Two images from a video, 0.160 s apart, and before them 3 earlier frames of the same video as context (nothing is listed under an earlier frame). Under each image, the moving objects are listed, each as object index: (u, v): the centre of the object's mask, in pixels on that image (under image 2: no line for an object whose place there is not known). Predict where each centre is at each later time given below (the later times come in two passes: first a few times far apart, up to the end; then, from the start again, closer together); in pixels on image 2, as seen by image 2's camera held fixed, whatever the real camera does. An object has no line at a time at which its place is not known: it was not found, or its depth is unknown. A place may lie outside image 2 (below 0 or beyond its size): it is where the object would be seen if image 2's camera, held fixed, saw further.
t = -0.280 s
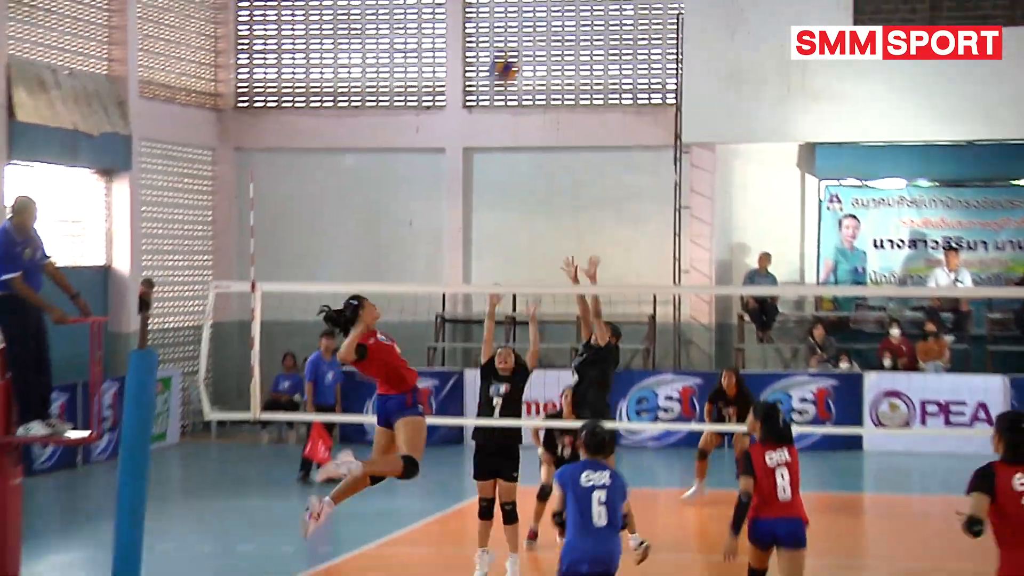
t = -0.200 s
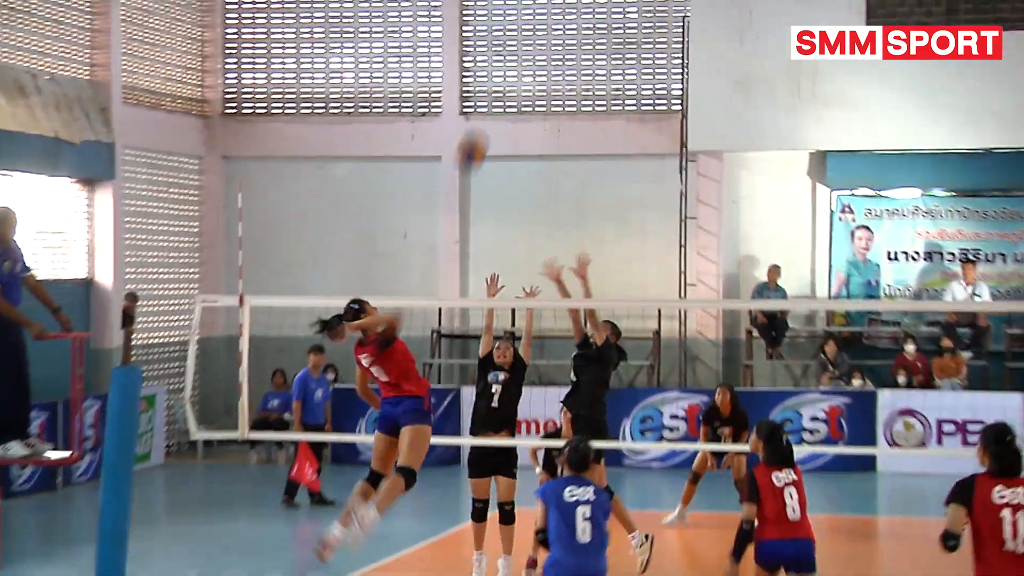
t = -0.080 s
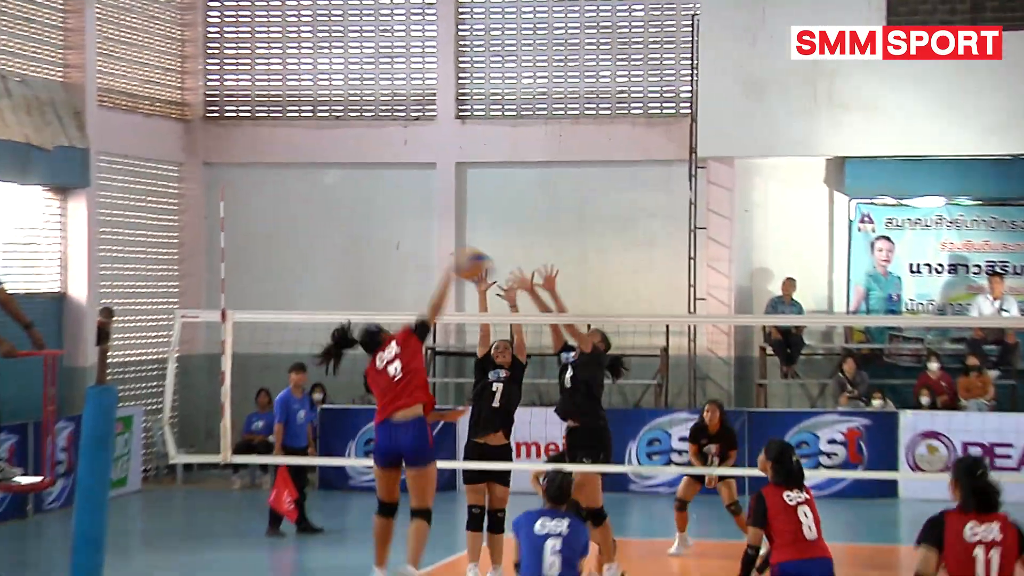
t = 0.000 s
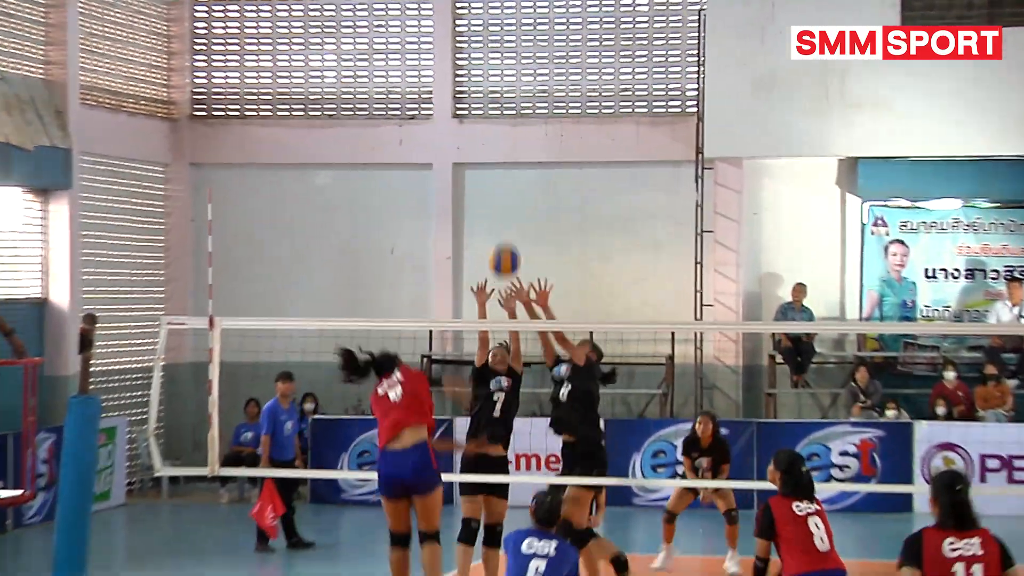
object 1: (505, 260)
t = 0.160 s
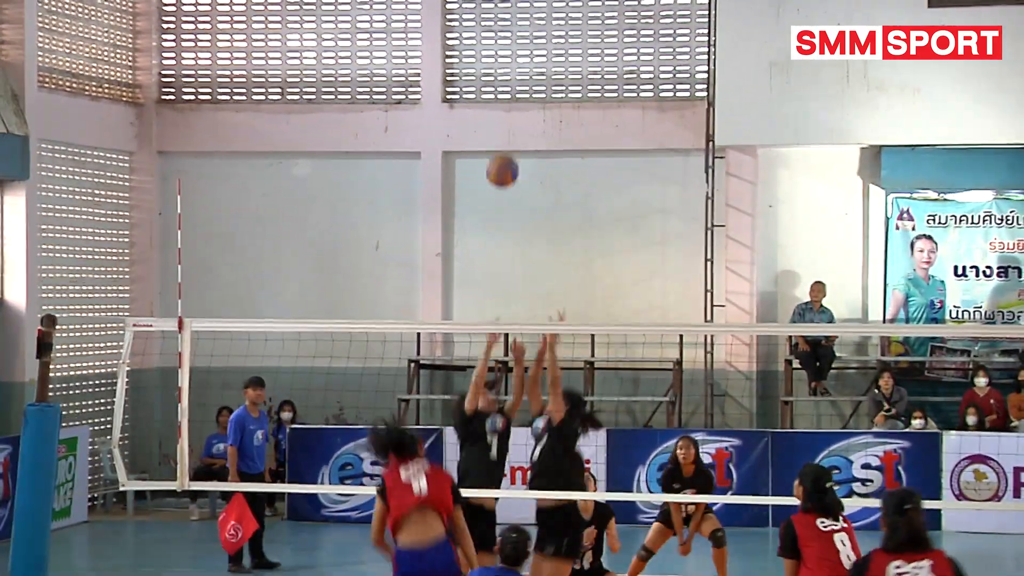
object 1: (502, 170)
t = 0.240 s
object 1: (503, 152)
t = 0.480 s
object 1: (507, 153)
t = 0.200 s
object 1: (503, 160)
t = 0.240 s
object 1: (503, 152)
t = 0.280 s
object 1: (504, 148)
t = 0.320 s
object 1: (505, 145)
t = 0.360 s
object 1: (506, 145)
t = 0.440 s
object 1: (506, 148)
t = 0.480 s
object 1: (507, 153)
